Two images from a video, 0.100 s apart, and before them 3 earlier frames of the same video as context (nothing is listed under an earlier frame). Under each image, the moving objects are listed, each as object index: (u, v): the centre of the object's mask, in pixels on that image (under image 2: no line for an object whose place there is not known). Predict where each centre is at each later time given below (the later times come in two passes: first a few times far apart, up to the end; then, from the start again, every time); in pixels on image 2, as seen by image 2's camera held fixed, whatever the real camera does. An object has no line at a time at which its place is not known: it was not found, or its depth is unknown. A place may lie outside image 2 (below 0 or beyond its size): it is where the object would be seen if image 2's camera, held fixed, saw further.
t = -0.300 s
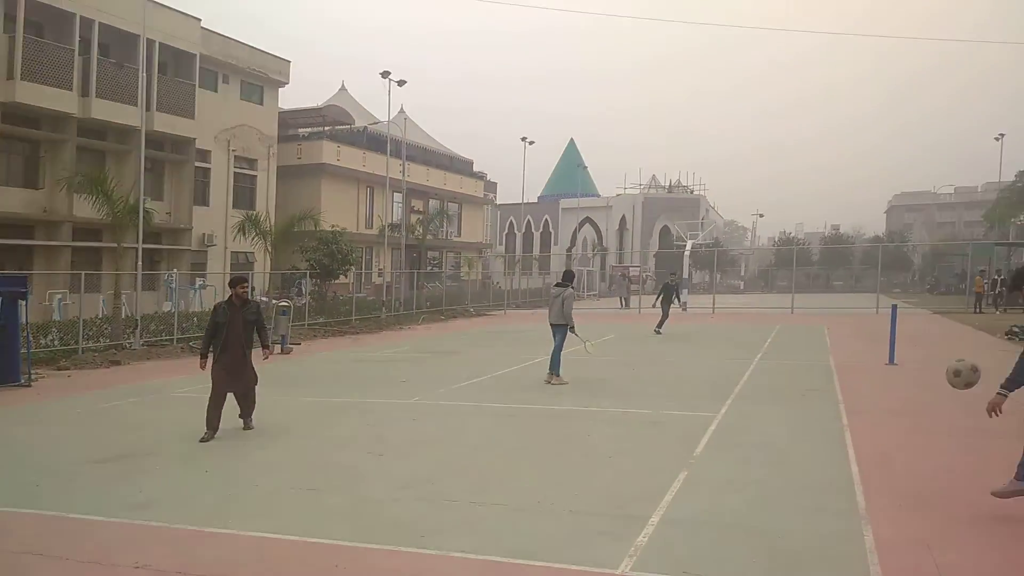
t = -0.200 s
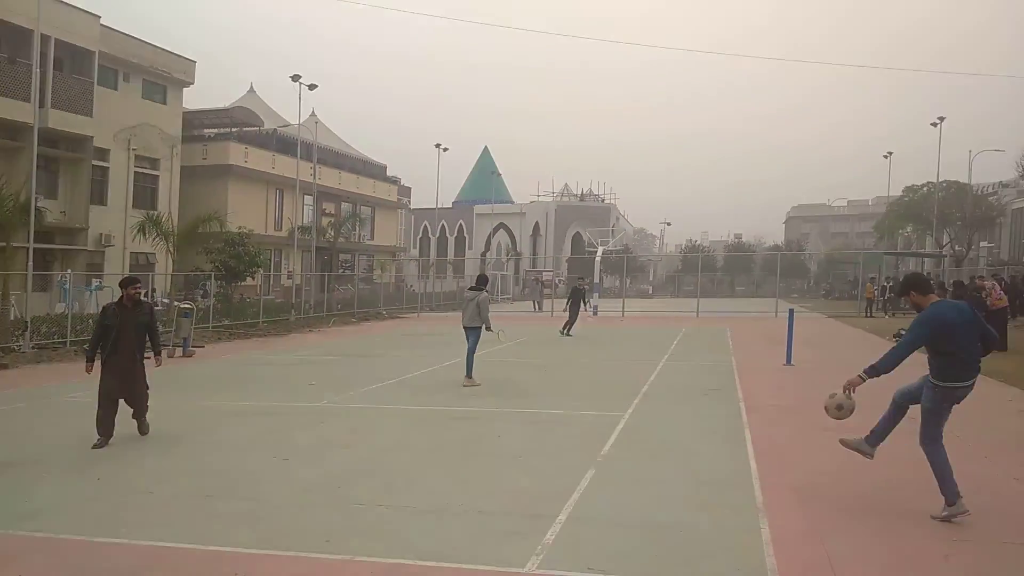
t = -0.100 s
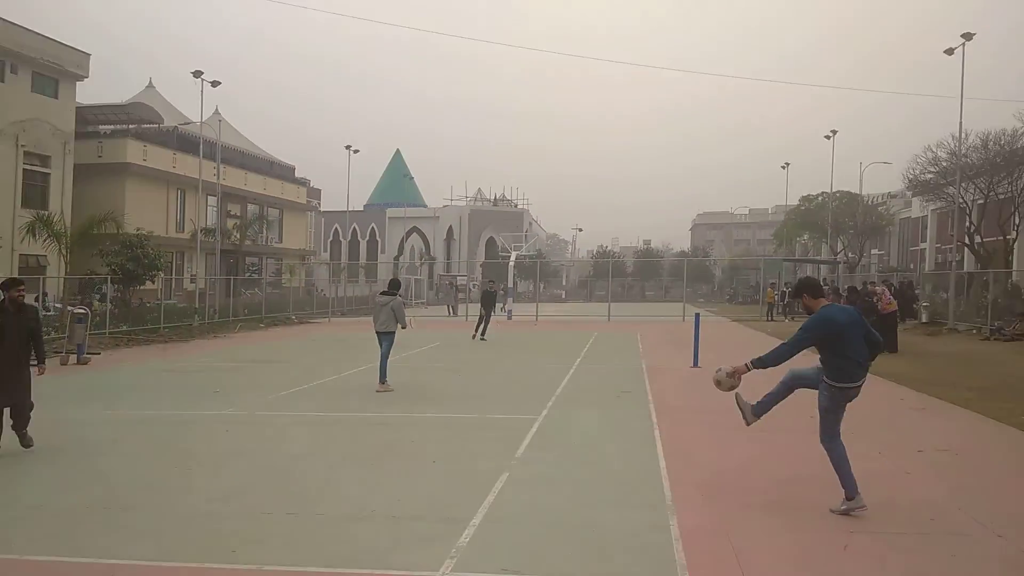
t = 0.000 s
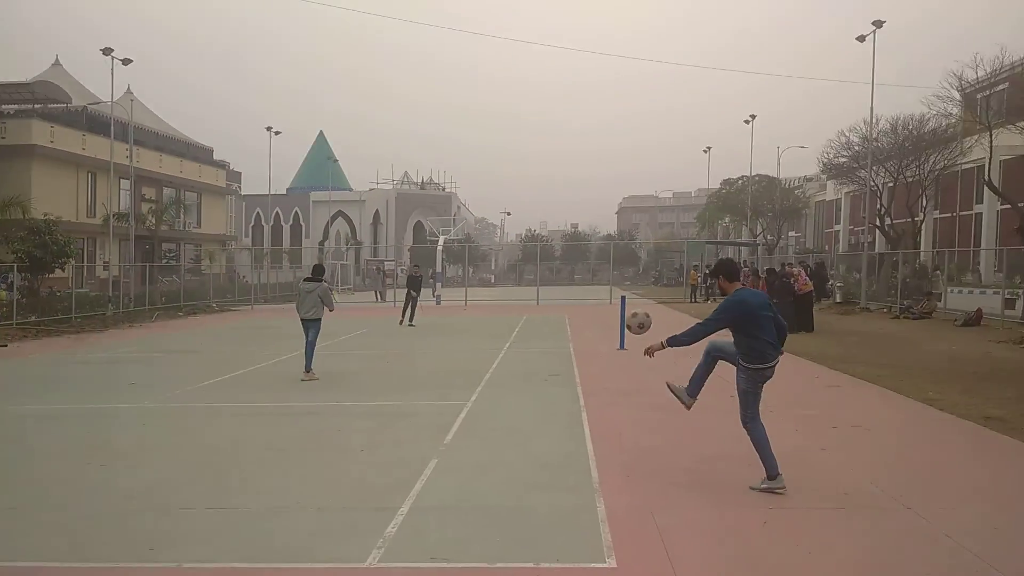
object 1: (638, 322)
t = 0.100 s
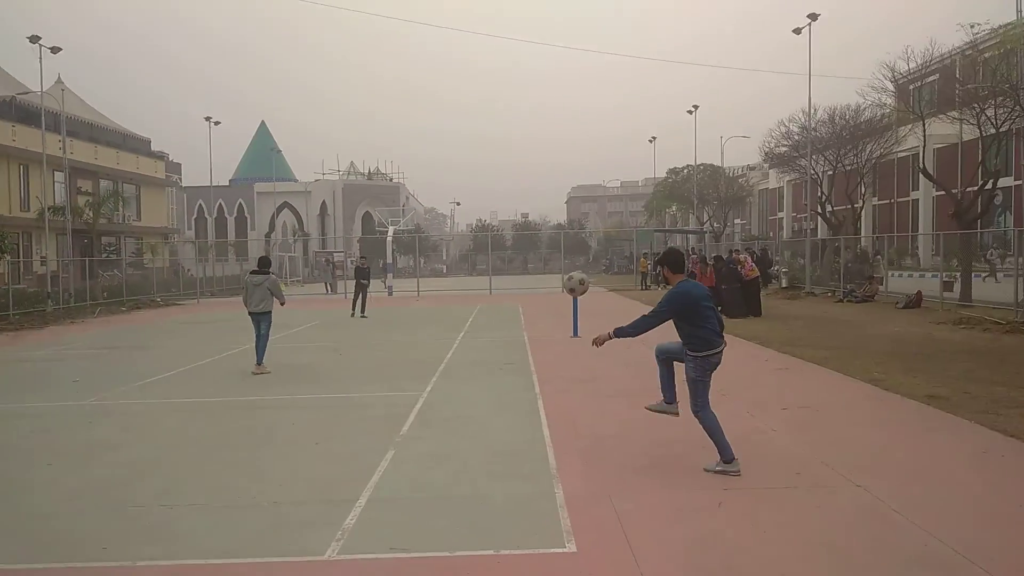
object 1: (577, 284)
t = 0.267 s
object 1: (555, 266)
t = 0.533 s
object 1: (528, 298)
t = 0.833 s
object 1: (504, 408)
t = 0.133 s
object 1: (572, 278)
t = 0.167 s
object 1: (568, 274)
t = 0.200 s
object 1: (564, 270)
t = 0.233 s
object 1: (559, 268)
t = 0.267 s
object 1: (555, 266)
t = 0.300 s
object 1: (552, 266)
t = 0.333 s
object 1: (548, 267)
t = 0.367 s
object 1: (544, 270)
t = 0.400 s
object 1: (541, 273)
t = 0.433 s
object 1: (537, 277)
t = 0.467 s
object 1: (535, 283)
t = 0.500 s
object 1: (532, 290)
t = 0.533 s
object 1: (528, 298)
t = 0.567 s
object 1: (526, 307)
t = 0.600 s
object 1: (523, 317)
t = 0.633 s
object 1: (520, 327)
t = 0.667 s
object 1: (517, 339)
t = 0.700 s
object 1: (515, 352)
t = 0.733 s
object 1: (511, 365)
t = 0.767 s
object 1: (509, 379)
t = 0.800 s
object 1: (506, 395)
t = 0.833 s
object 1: (504, 408)
